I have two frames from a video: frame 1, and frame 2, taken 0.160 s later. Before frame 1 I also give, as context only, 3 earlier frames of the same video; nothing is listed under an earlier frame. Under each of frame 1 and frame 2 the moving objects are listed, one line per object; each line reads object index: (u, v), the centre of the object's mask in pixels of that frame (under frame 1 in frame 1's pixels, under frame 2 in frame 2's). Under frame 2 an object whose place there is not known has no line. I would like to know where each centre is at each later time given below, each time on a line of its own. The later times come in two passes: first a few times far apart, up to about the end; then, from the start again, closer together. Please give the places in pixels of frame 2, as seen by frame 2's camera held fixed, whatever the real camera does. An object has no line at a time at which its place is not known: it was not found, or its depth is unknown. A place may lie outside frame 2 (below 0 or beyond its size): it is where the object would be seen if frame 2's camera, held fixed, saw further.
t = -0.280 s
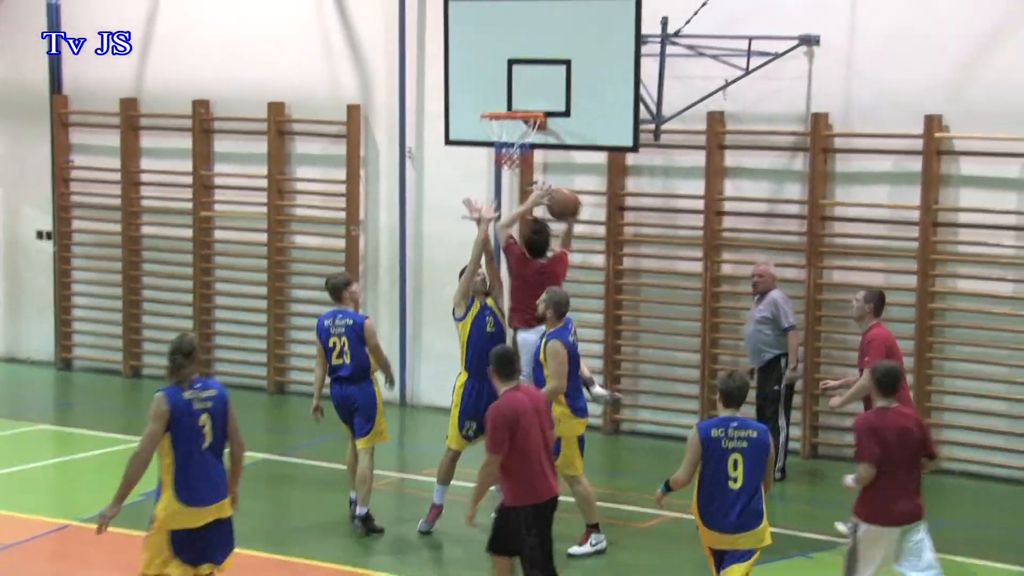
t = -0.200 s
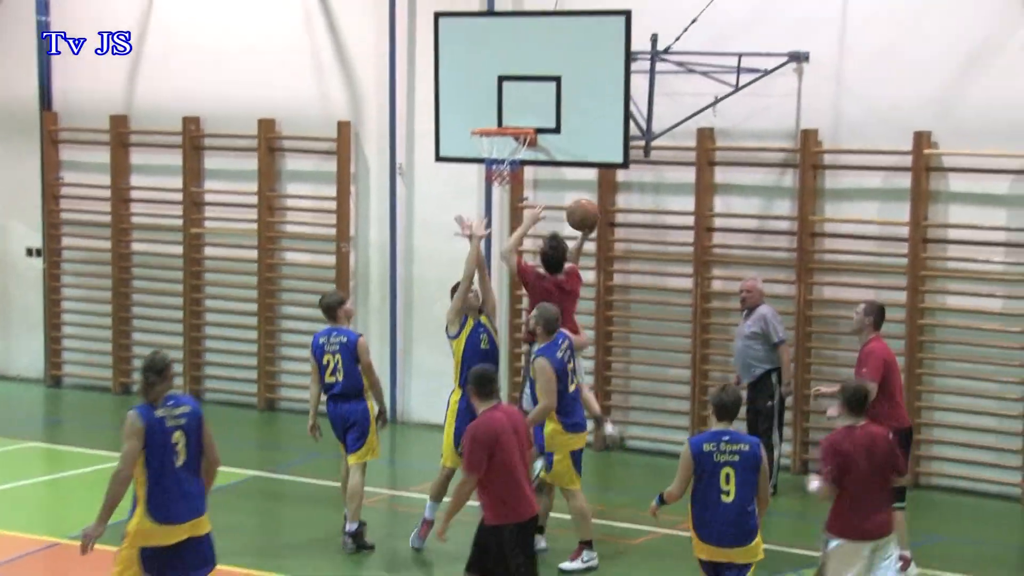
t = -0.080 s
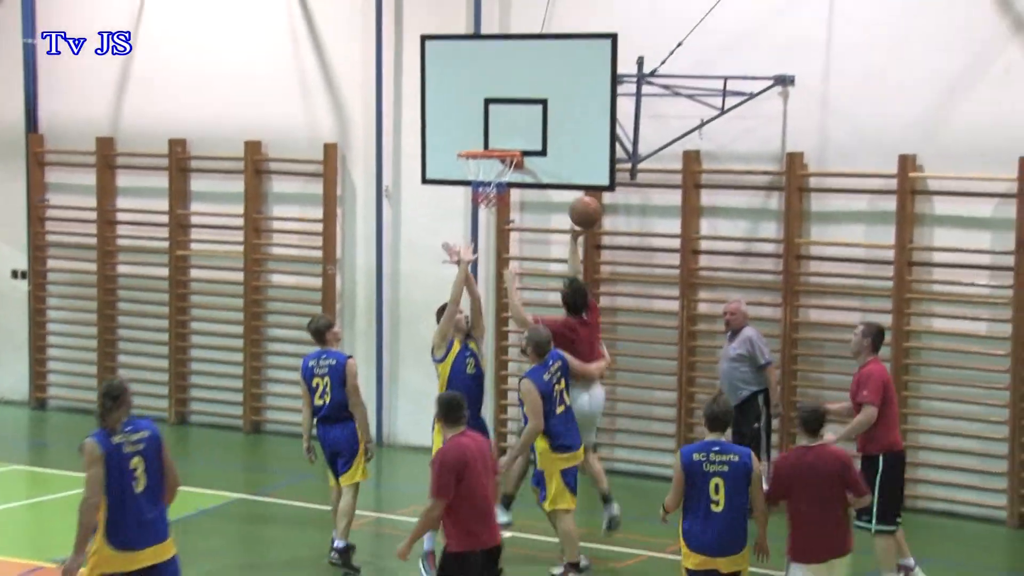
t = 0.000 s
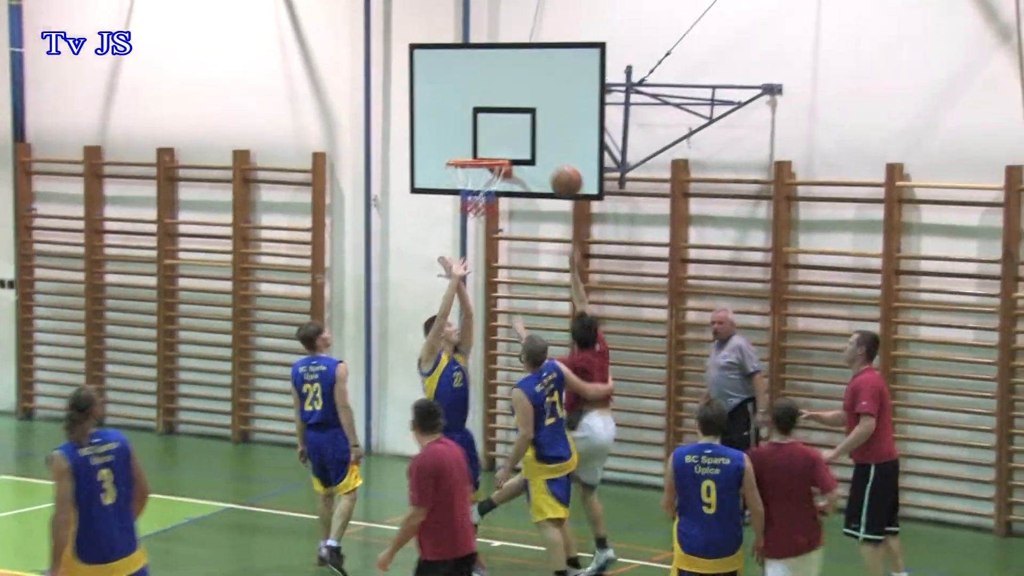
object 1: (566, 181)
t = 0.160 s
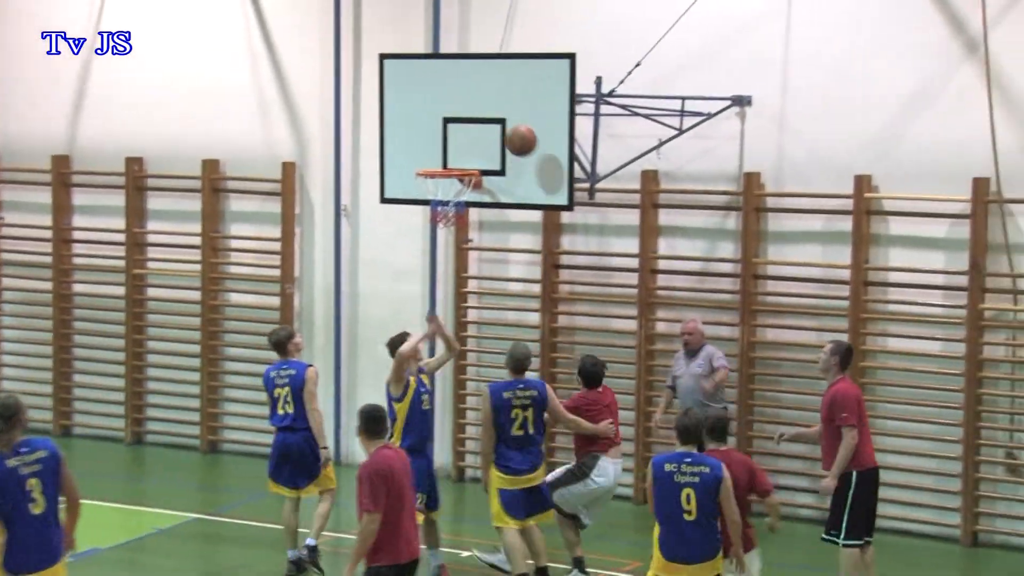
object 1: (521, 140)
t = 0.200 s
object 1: (518, 133)
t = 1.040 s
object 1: (453, 212)
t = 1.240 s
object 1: (445, 278)
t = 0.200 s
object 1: (518, 133)
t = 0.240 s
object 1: (514, 128)
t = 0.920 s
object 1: (455, 186)
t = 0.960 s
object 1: (456, 201)
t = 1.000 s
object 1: (454, 206)
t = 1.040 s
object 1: (453, 212)
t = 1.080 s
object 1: (451, 221)
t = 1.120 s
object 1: (451, 235)
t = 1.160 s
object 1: (449, 246)
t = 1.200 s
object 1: (446, 261)
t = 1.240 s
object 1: (445, 278)
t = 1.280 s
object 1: (443, 297)
